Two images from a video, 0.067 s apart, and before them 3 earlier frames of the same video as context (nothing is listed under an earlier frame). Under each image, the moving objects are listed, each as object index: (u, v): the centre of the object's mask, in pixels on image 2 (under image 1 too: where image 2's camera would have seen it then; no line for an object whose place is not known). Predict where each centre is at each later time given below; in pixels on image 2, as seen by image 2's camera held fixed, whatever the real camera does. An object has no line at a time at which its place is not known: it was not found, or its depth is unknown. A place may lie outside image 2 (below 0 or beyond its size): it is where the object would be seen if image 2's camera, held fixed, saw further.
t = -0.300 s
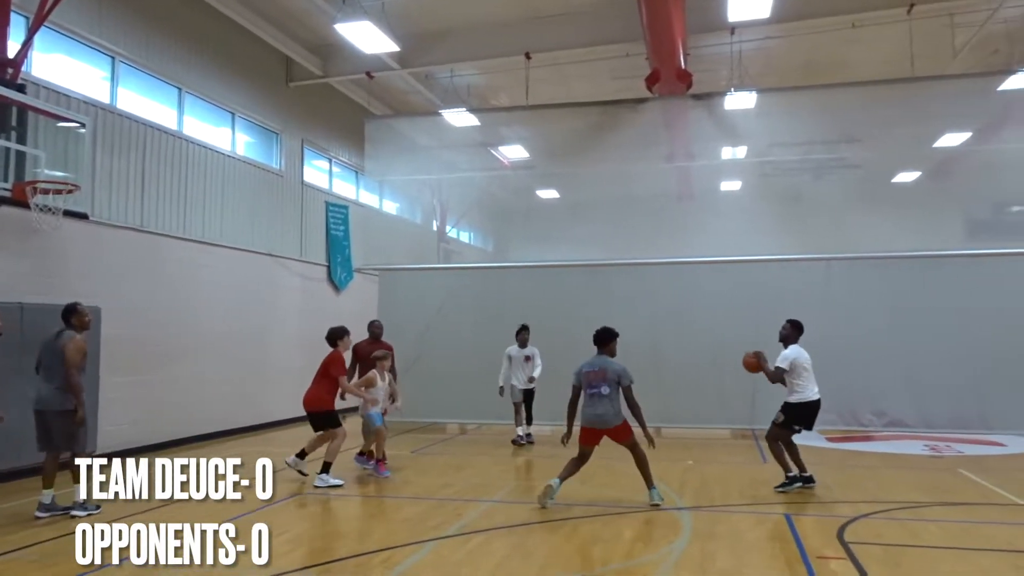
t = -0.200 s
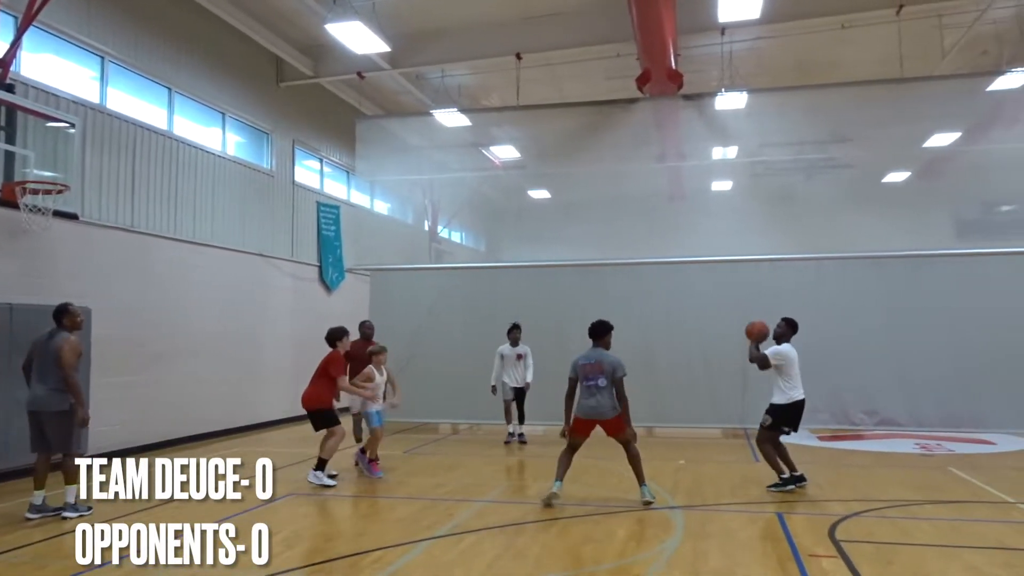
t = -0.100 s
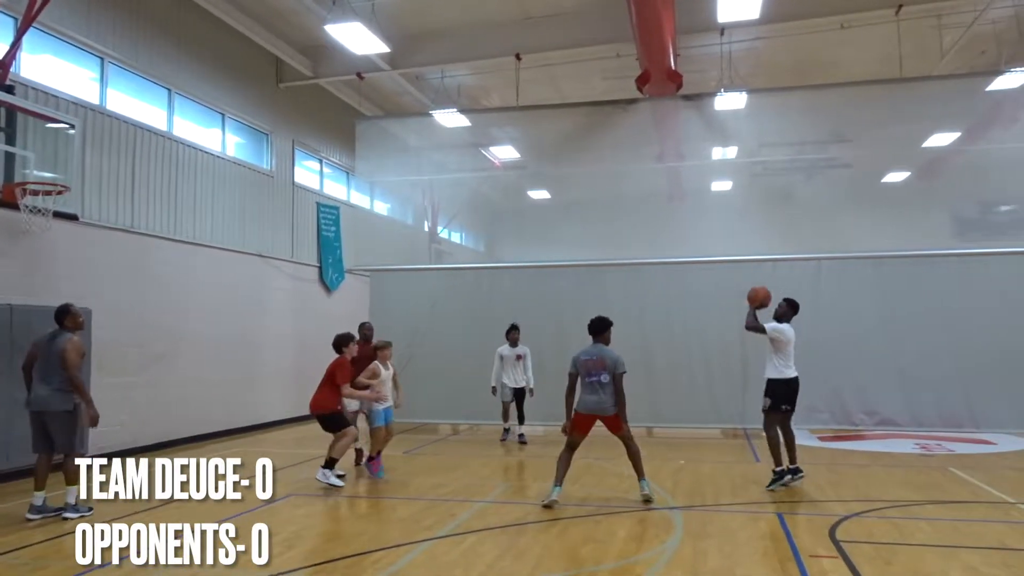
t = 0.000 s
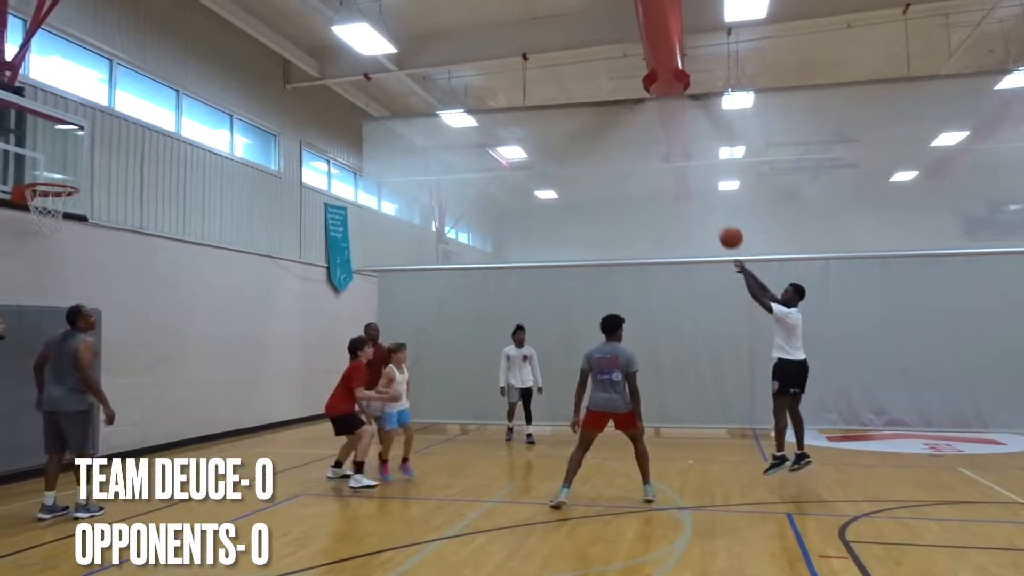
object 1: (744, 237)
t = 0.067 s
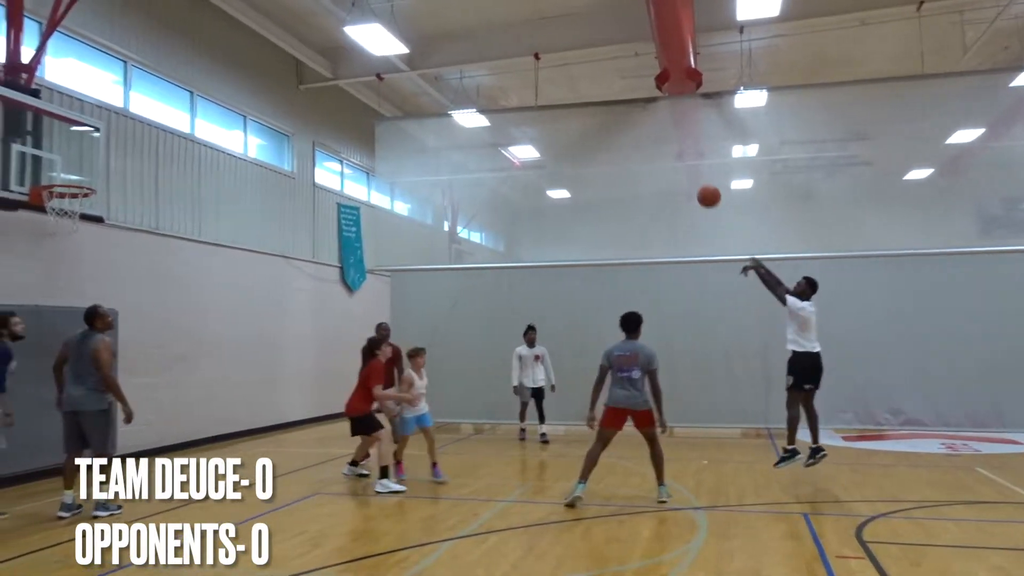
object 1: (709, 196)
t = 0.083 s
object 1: (700, 187)
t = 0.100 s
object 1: (691, 178)
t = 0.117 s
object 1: (682, 169)
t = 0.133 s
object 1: (674, 160)
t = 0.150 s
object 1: (665, 152)
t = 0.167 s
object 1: (656, 143)
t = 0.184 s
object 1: (647, 136)
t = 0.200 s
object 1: (639, 129)
